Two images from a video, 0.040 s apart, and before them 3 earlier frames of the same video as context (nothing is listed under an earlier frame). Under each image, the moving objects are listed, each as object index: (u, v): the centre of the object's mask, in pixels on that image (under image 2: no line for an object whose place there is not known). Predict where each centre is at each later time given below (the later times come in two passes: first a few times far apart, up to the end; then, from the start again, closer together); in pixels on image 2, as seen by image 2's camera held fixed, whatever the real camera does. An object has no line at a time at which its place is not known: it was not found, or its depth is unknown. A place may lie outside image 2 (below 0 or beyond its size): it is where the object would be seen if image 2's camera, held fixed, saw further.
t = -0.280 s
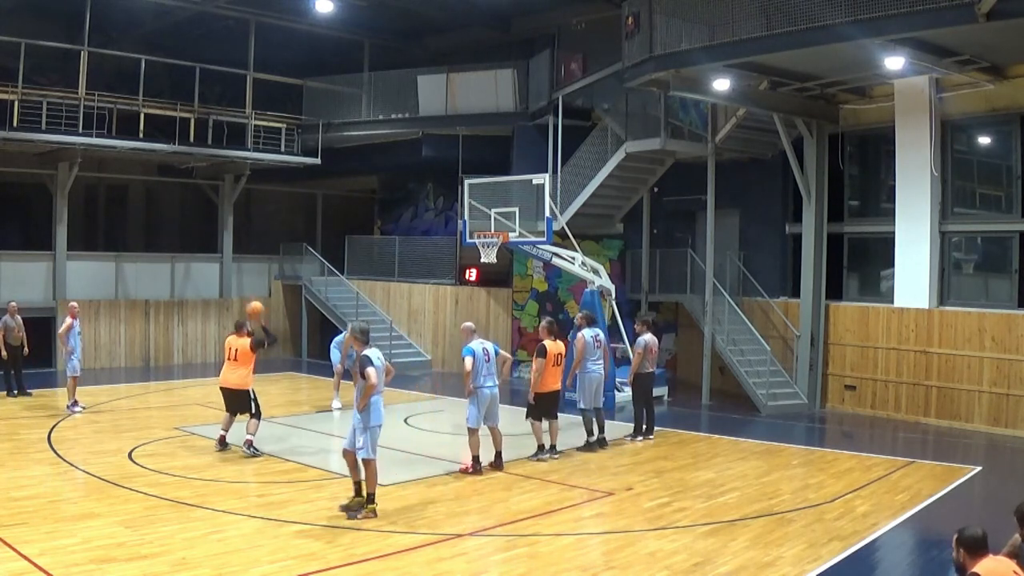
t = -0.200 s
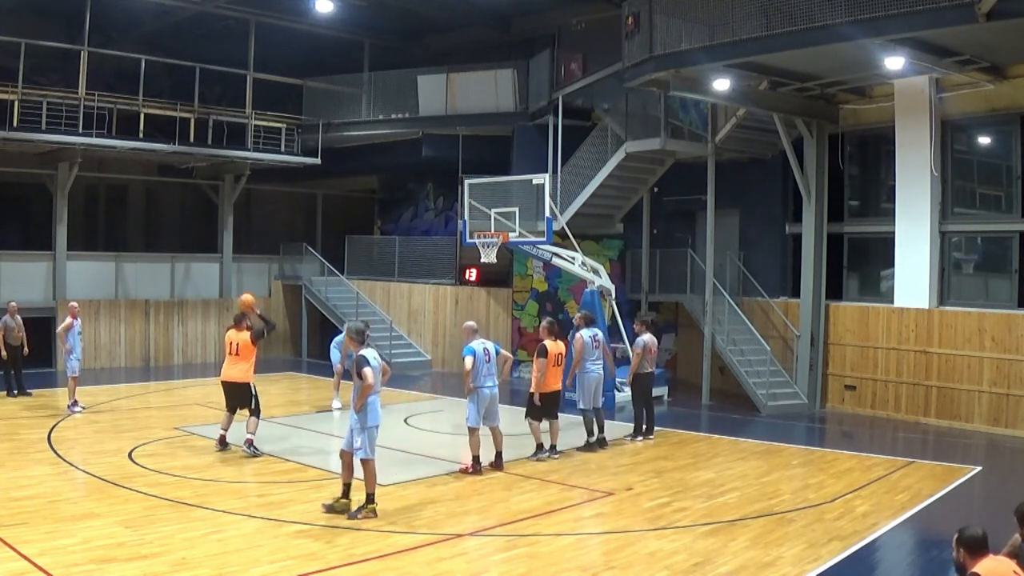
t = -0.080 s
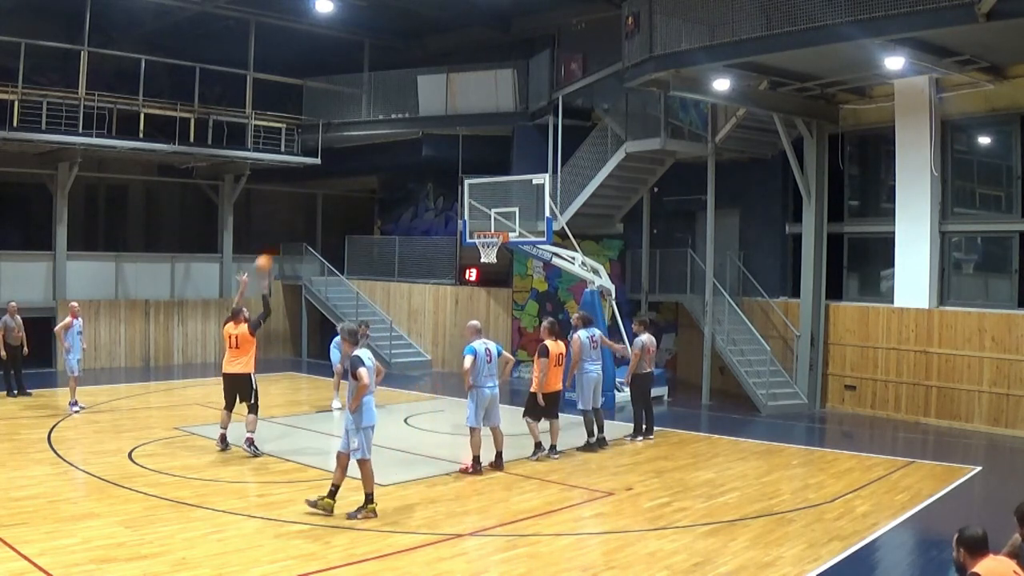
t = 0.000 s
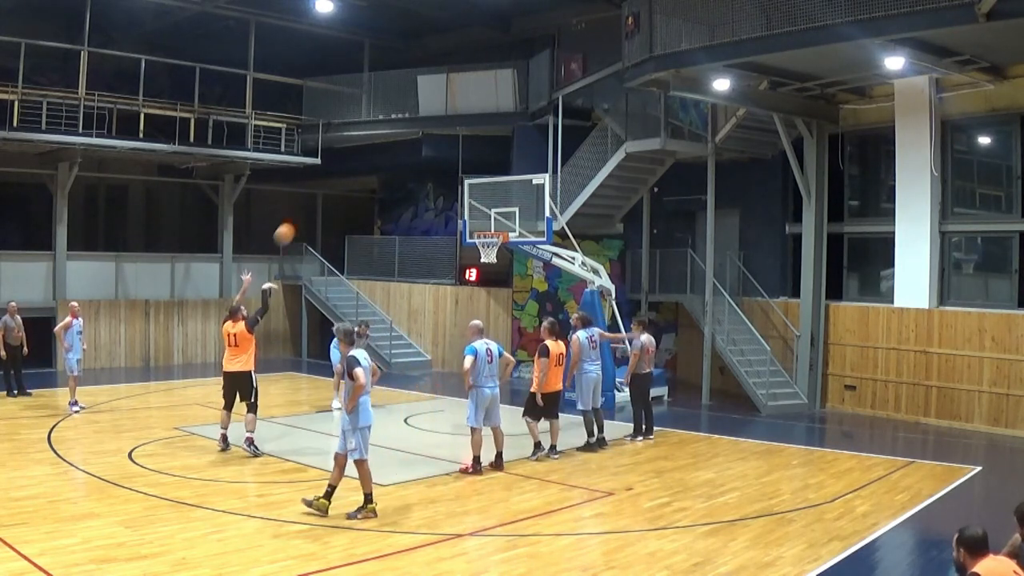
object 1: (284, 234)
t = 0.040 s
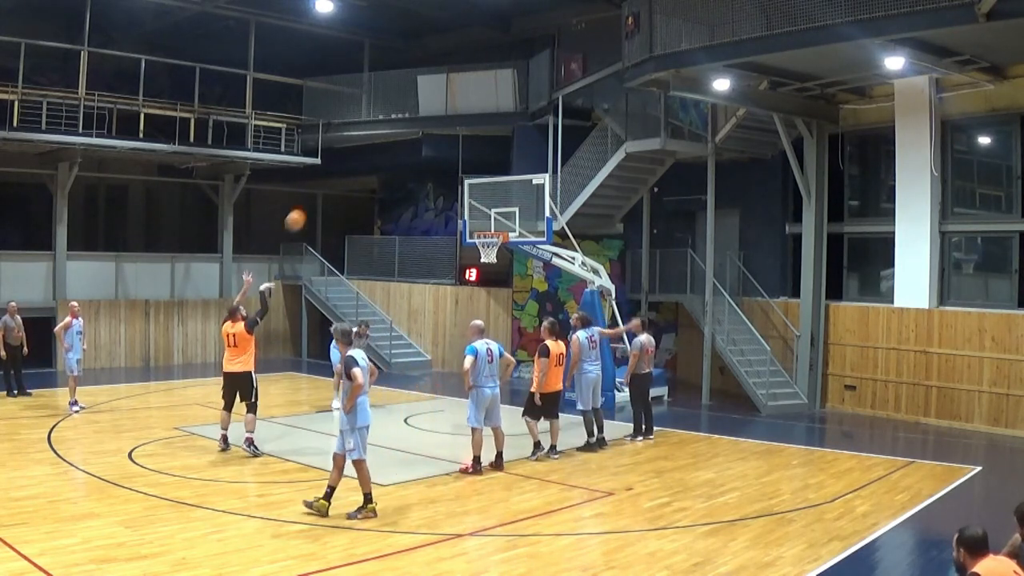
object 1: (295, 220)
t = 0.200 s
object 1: (335, 178)
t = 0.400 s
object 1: (382, 154)
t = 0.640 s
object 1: (432, 161)
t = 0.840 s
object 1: (471, 193)
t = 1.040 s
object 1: (484, 238)
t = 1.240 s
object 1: (472, 242)
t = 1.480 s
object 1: (487, 256)
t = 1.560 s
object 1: (494, 266)
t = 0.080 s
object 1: (305, 208)
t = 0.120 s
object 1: (315, 197)
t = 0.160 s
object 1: (326, 187)
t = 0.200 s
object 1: (335, 178)
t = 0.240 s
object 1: (346, 171)
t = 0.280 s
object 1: (355, 165)
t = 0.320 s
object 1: (364, 160)
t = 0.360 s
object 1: (373, 157)
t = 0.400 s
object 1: (382, 154)
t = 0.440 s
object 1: (391, 153)
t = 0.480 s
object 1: (399, 152)
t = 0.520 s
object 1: (408, 153)
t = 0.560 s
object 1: (416, 155)
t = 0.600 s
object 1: (424, 157)
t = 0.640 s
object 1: (432, 161)
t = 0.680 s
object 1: (440, 166)
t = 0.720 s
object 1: (447, 171)
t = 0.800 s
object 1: (462, 184)
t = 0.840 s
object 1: (471, 193)
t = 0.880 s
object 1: (478, 202)
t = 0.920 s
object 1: (484, 212)
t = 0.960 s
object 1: (491, 223)
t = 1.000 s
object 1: (495, 229)
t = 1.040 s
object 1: (484, 238)
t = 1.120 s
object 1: (472, 245)
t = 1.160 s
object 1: (471, 242)
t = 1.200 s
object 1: (470, 242)
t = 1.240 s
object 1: (472, 242)
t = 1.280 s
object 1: (473, 244)
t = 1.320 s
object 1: (475, 247)
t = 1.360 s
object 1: (478, 250)
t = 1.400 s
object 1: (480, 251)
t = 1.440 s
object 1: (484, 254)
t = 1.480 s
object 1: (487, 256)
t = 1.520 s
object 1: (492, 264)
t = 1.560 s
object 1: (494, 266)
